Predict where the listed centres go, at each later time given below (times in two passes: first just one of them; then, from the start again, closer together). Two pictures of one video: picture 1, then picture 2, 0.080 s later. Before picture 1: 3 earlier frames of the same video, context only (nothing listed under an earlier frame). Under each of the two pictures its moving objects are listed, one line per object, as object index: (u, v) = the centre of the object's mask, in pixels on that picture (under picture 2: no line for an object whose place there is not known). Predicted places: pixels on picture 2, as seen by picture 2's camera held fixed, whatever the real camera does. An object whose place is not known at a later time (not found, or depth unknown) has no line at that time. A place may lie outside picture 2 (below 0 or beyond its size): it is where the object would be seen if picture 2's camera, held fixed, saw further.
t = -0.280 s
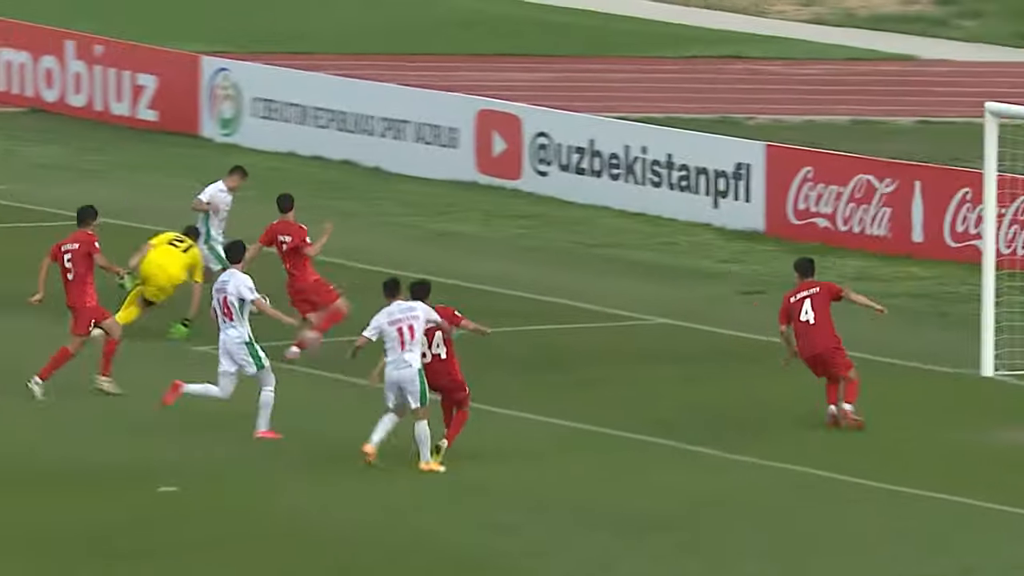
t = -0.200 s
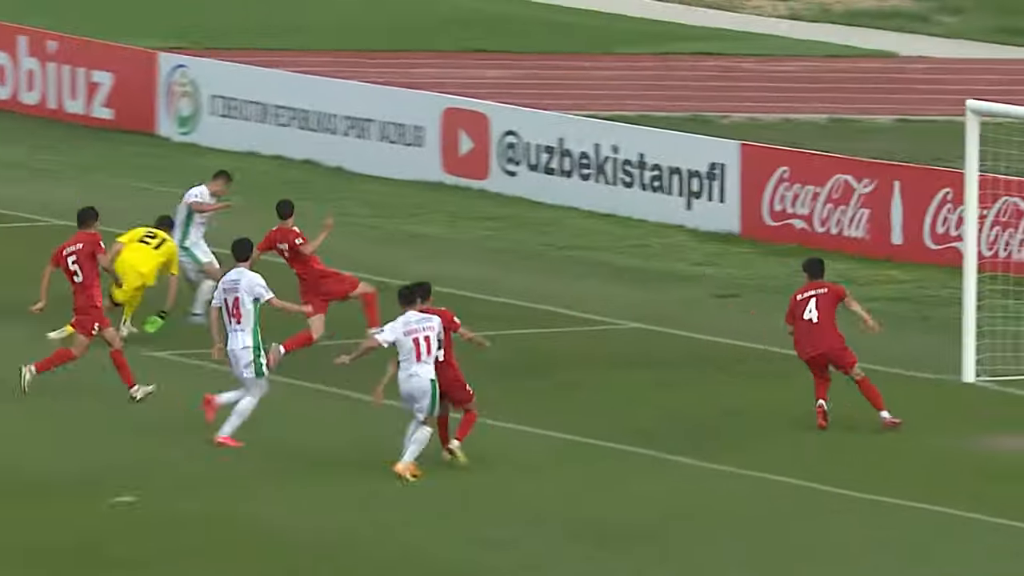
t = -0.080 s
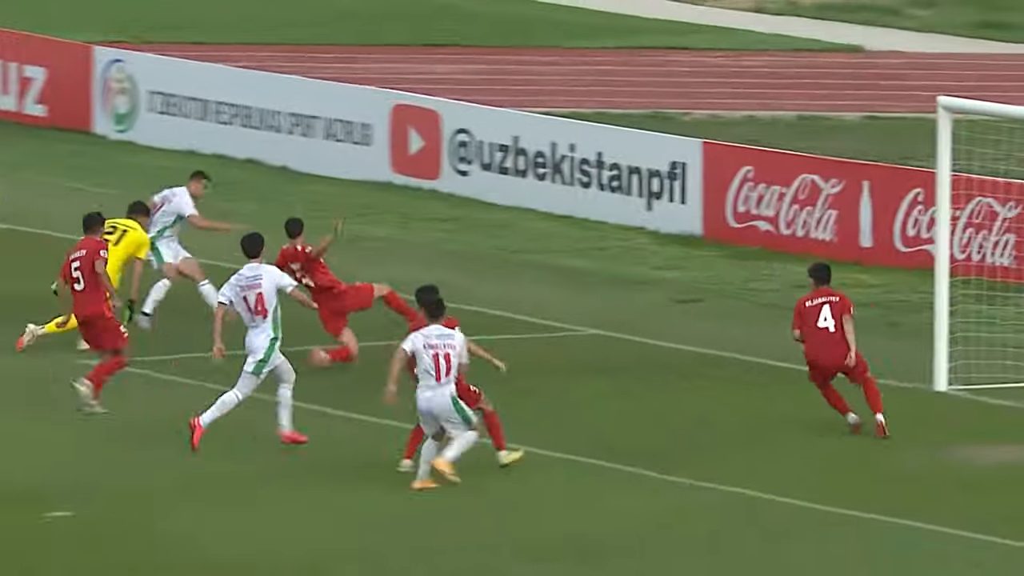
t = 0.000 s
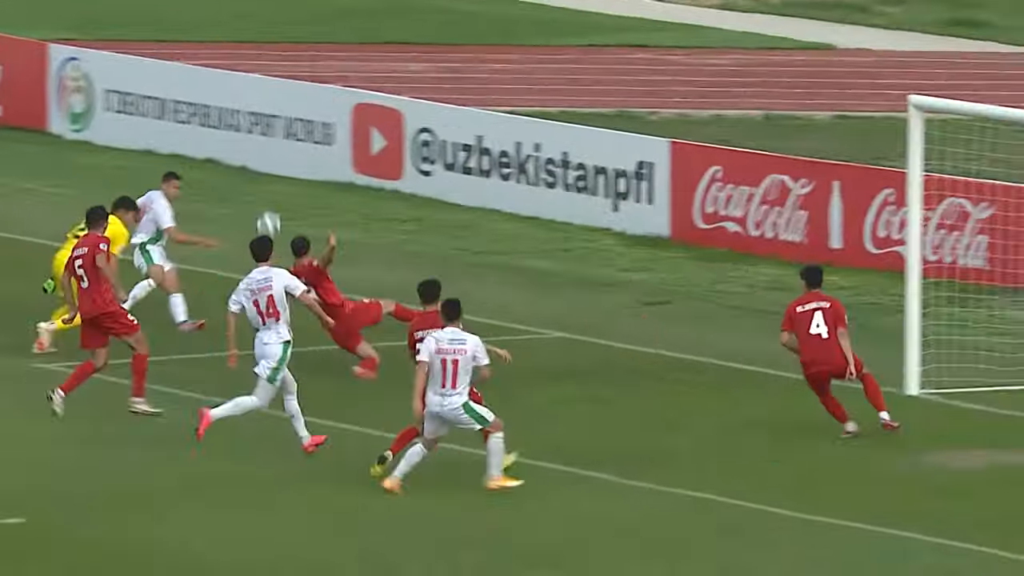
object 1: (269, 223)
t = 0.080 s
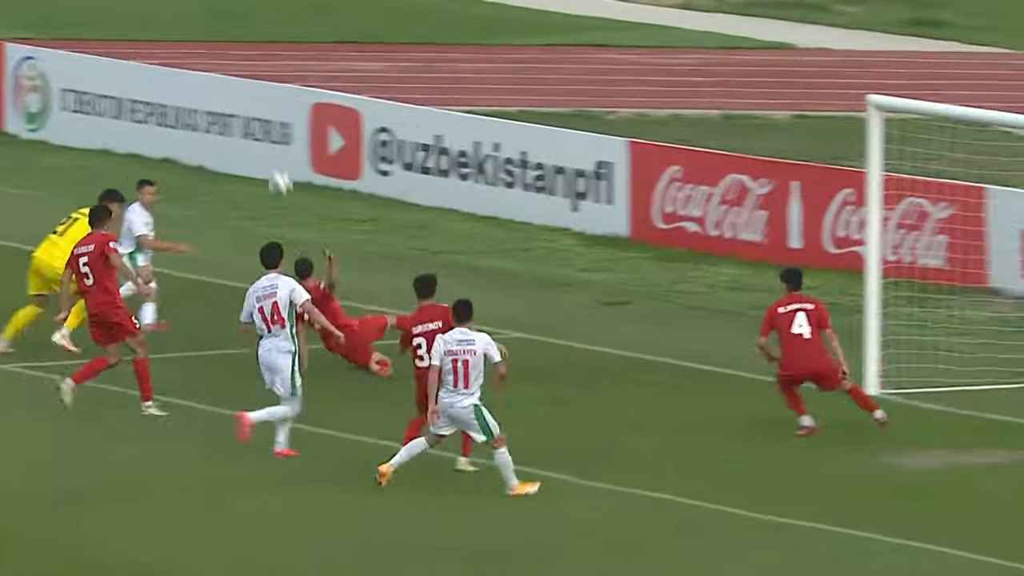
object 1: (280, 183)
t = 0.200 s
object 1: (360, 131)
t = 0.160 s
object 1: (335, 144)
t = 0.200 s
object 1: (360, 131)
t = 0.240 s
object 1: (386, 116)
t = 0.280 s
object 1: (412, 104)
